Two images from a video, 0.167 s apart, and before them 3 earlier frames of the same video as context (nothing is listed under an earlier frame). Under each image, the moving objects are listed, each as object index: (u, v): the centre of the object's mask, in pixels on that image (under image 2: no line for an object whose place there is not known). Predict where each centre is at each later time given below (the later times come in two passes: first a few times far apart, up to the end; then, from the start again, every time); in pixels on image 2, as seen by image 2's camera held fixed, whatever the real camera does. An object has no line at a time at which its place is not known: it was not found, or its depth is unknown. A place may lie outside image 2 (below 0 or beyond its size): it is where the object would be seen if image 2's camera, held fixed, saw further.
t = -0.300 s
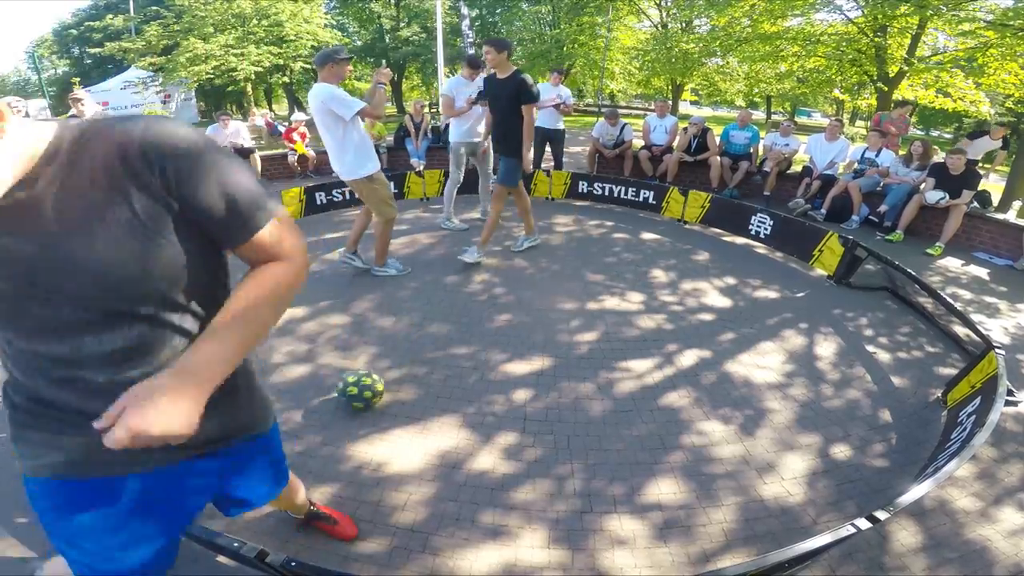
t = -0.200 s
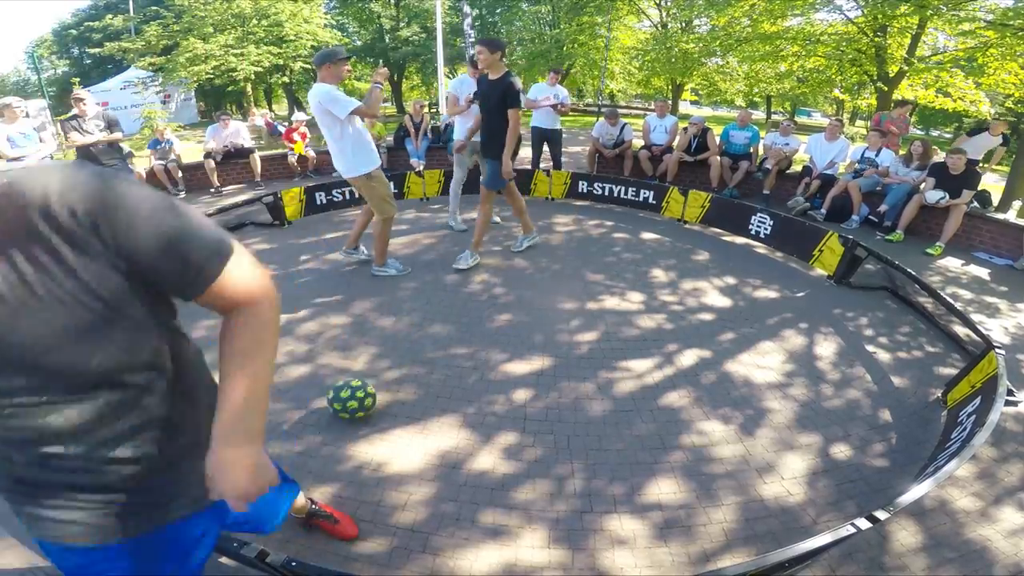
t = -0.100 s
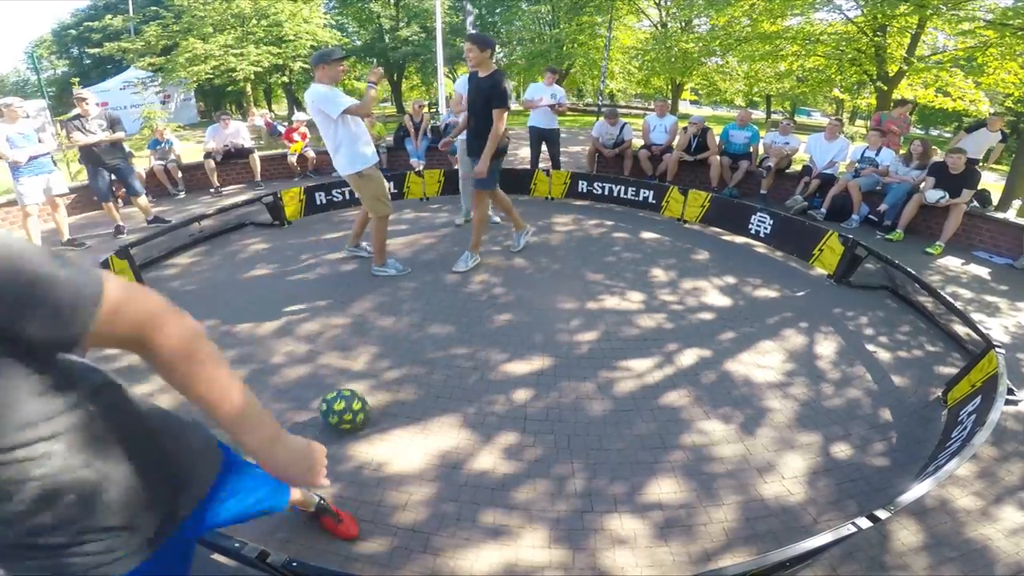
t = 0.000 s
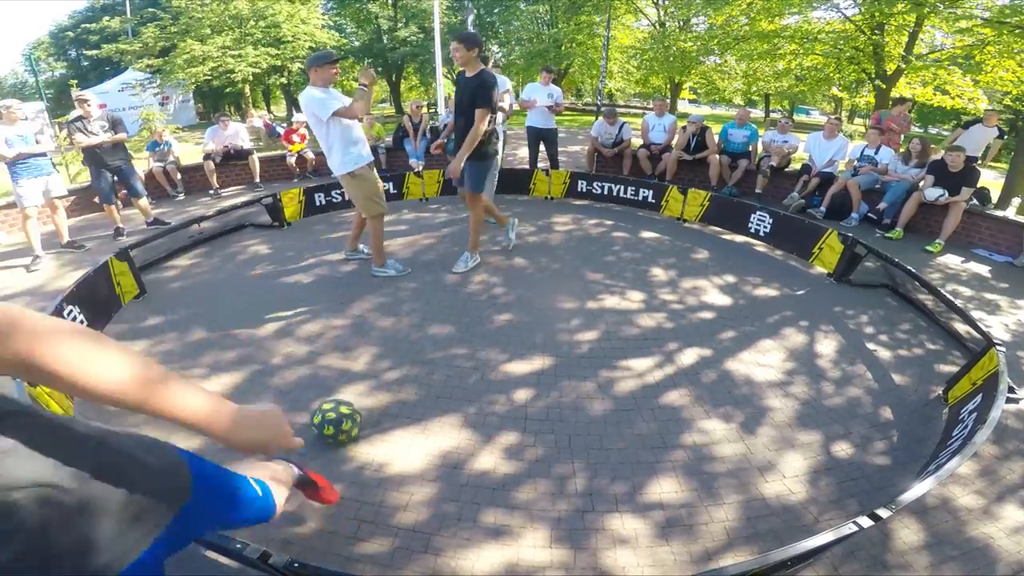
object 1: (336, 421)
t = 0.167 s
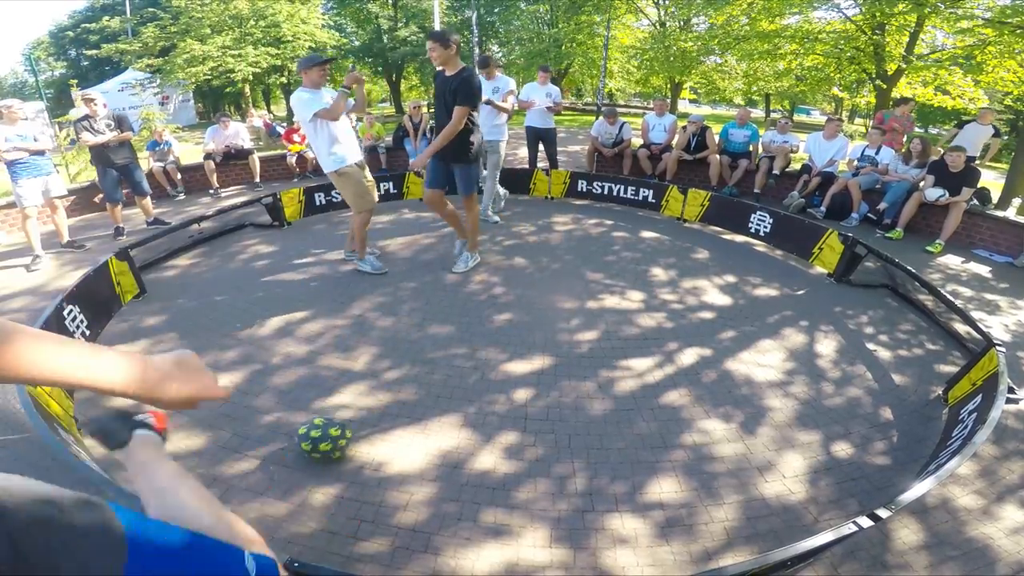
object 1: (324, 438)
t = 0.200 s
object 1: (321, 442)
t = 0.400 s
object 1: (307, 461)
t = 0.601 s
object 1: (292, 481)
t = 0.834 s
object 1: (273, 508)
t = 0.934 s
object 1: (265, 520)
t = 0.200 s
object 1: (321, 442)
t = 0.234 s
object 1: (319, 445)
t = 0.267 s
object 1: (315, 449)
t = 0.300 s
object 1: (314, 452)
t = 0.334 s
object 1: (311, 455)
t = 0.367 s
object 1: (309, 459)
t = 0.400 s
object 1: (307, 461)
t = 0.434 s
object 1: (304, 464)
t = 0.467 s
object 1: (302, 469)
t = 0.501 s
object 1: (300, 471)
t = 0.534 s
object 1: (297, 475)
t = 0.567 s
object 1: (295, 478)
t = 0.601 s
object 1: (292, 481)
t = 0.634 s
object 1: (290, 485)
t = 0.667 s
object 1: (286, 490)
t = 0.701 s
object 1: (284, 493)
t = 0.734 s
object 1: (281, 496)
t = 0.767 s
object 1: (278, 500)
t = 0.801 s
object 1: (275, 504)
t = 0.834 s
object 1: (273, 508)
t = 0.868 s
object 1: (269, 513)
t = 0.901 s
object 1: (268, 516)
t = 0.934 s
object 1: (265, 520)
